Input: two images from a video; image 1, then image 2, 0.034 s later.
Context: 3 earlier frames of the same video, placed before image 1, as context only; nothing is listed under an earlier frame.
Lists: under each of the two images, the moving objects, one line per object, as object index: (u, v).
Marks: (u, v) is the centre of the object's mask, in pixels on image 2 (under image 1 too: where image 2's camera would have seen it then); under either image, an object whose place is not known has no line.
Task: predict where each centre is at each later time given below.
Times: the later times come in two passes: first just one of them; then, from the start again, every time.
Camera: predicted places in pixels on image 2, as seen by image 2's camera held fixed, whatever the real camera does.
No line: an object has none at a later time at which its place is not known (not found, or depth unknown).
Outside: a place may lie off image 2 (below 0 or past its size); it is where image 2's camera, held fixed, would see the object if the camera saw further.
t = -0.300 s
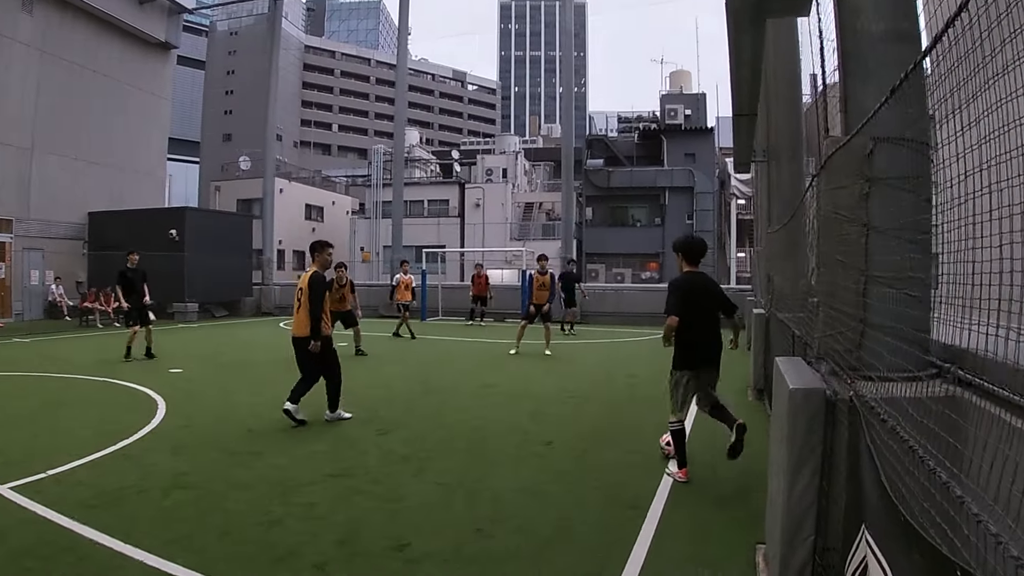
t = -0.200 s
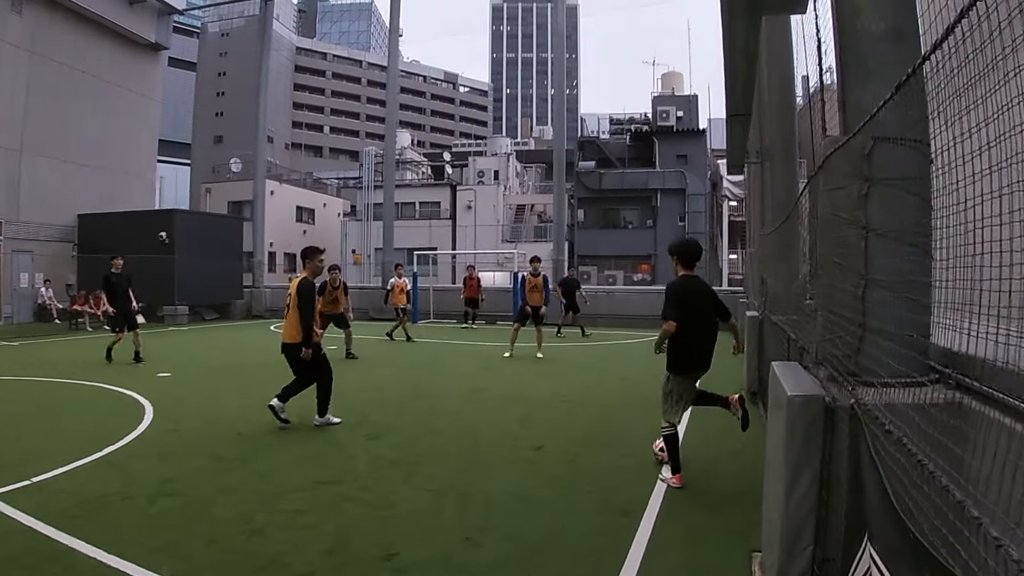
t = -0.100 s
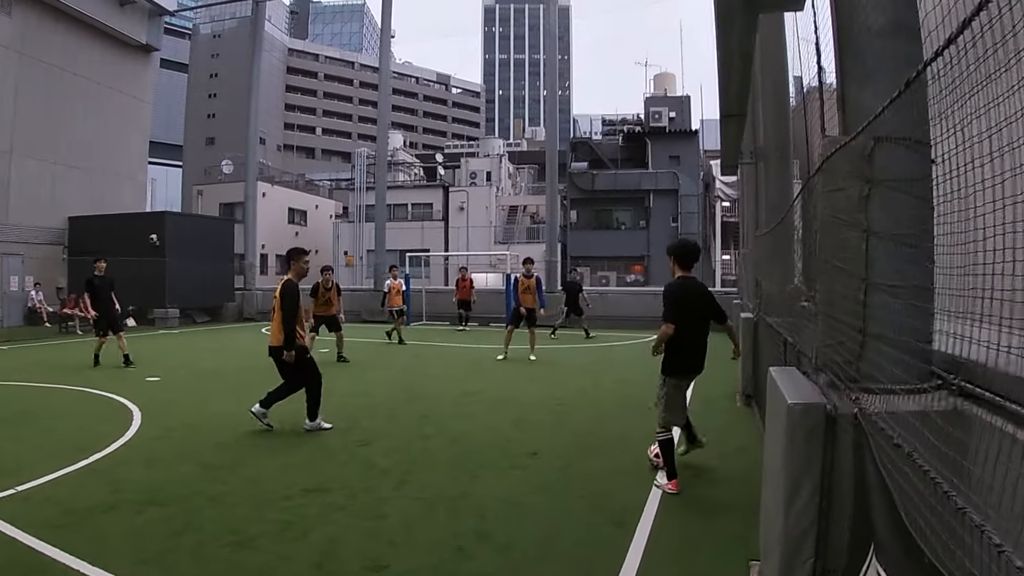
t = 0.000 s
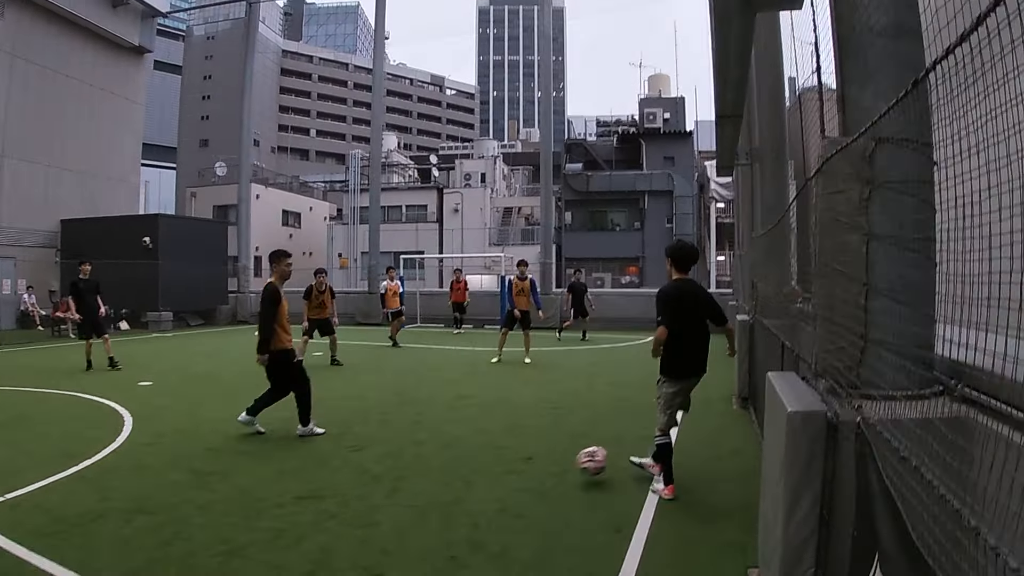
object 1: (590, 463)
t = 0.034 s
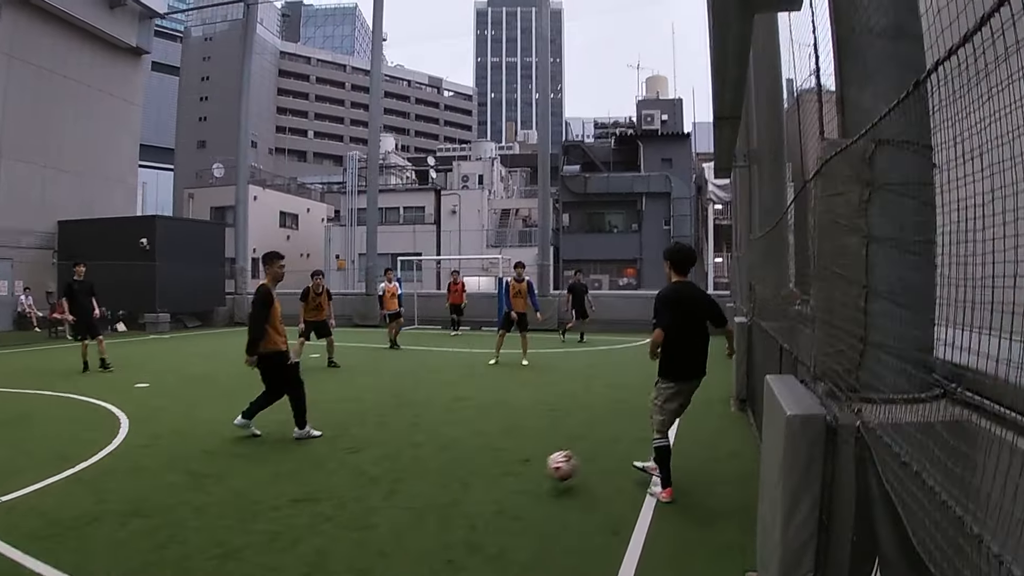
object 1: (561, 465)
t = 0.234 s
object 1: (365, 502)
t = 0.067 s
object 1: (532, 469)
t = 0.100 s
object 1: (500, 475)
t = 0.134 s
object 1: (467, 481)
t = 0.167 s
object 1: (434, 489)
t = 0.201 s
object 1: (399, 499)
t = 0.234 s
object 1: (365, 502)
